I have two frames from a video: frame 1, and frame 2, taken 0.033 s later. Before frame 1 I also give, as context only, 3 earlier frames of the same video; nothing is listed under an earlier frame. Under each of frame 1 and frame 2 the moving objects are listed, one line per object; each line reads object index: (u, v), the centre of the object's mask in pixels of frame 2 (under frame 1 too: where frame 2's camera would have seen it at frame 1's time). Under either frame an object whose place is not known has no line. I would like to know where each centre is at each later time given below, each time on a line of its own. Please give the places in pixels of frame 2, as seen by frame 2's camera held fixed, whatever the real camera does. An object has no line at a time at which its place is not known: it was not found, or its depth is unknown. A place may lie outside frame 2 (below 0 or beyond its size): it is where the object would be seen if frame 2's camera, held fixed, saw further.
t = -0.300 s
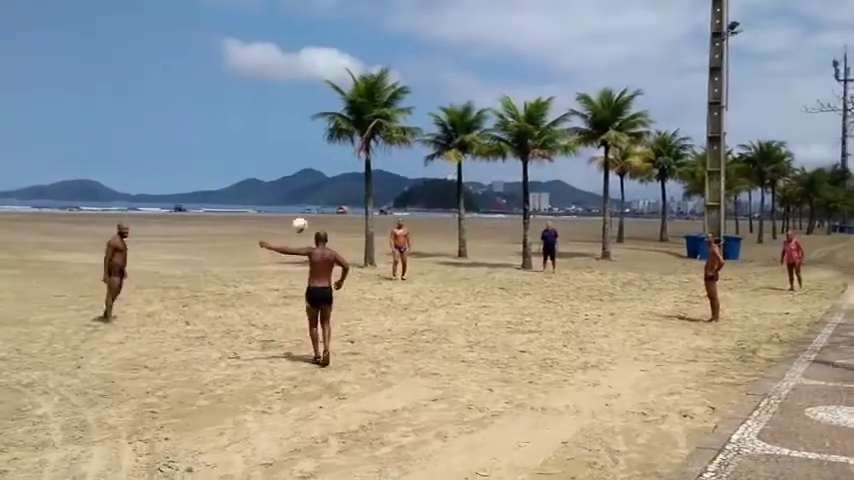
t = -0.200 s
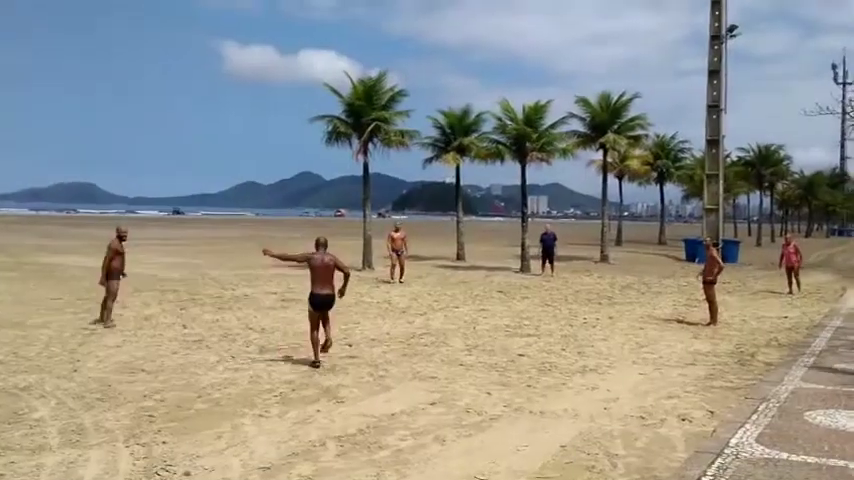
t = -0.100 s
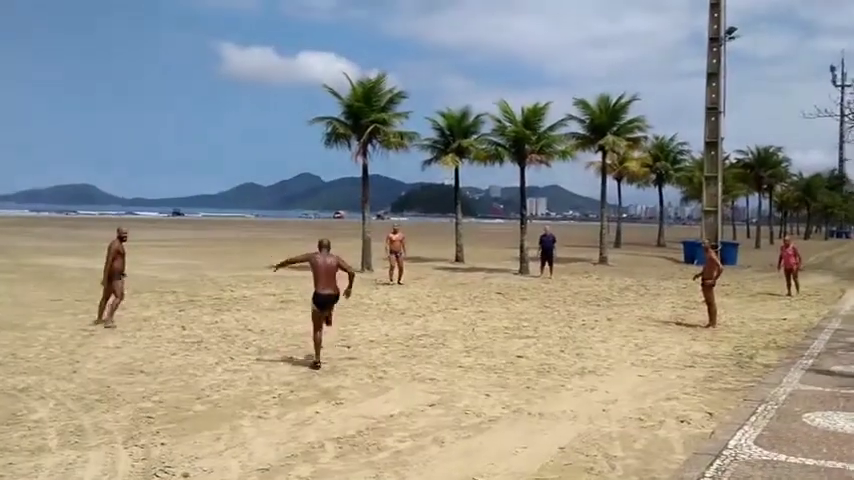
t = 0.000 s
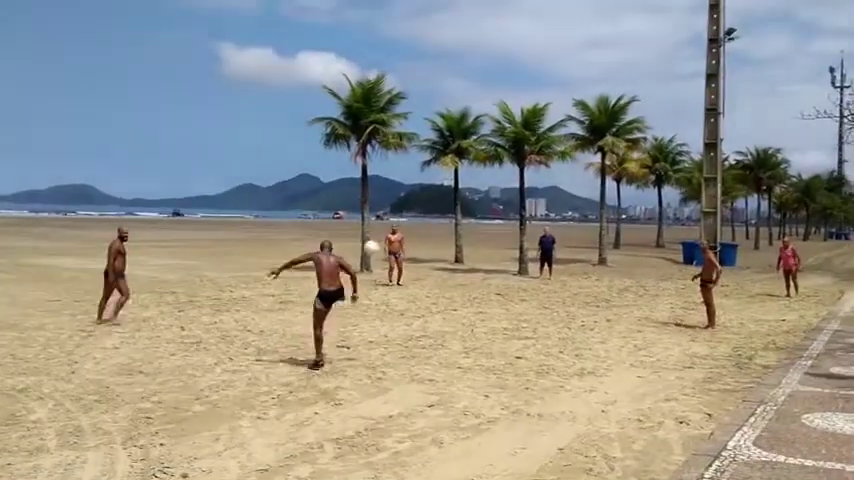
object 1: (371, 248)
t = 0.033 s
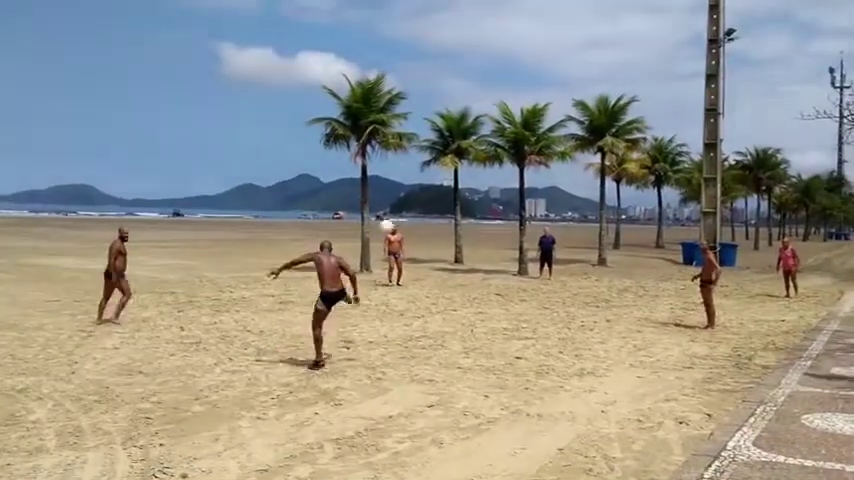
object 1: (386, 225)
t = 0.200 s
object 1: (456, 145)
